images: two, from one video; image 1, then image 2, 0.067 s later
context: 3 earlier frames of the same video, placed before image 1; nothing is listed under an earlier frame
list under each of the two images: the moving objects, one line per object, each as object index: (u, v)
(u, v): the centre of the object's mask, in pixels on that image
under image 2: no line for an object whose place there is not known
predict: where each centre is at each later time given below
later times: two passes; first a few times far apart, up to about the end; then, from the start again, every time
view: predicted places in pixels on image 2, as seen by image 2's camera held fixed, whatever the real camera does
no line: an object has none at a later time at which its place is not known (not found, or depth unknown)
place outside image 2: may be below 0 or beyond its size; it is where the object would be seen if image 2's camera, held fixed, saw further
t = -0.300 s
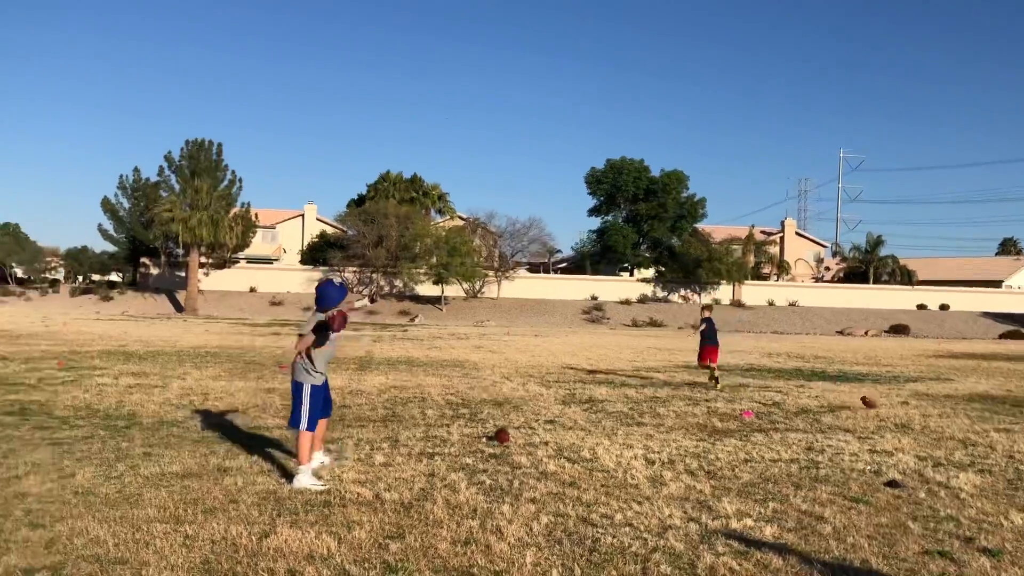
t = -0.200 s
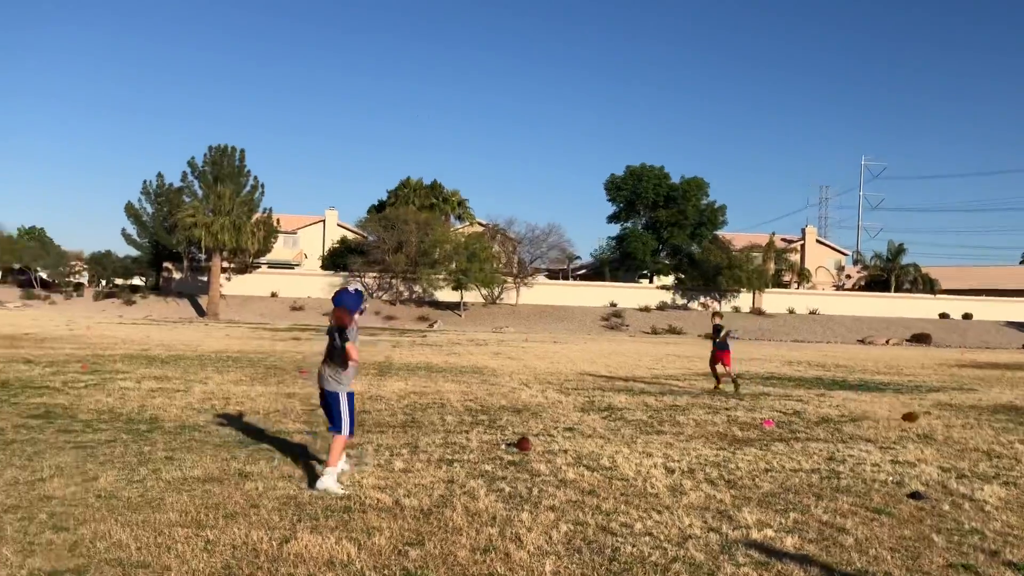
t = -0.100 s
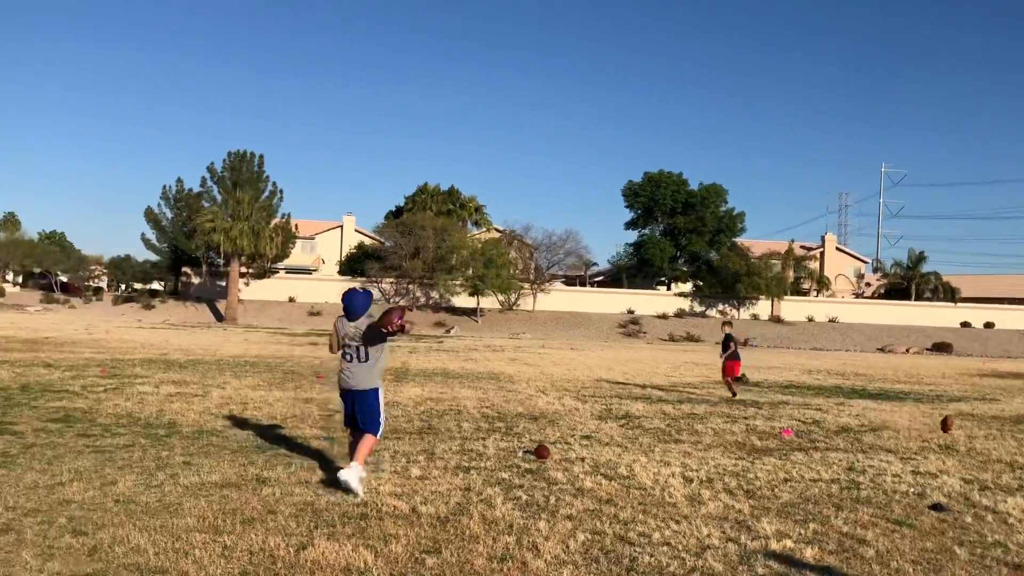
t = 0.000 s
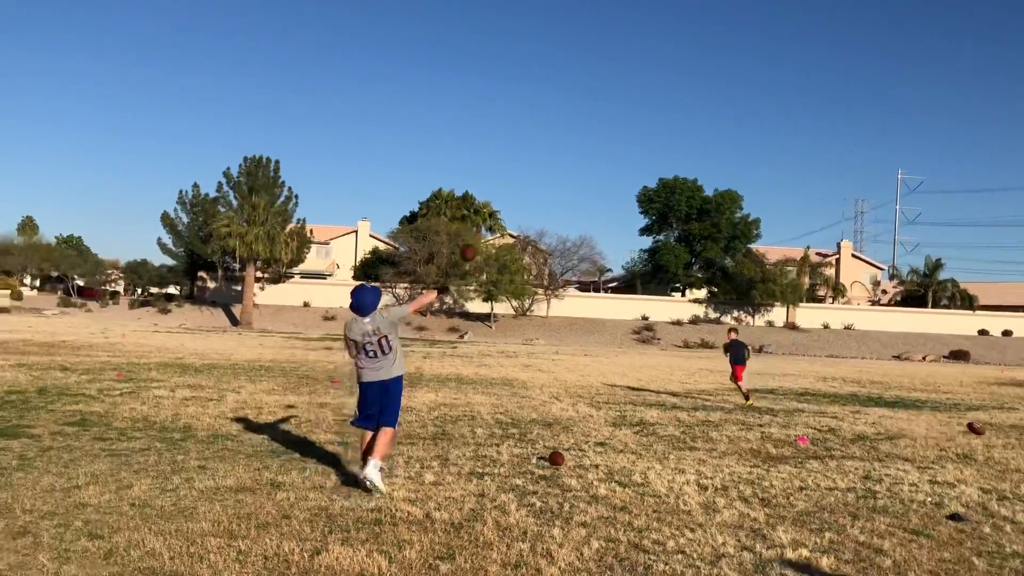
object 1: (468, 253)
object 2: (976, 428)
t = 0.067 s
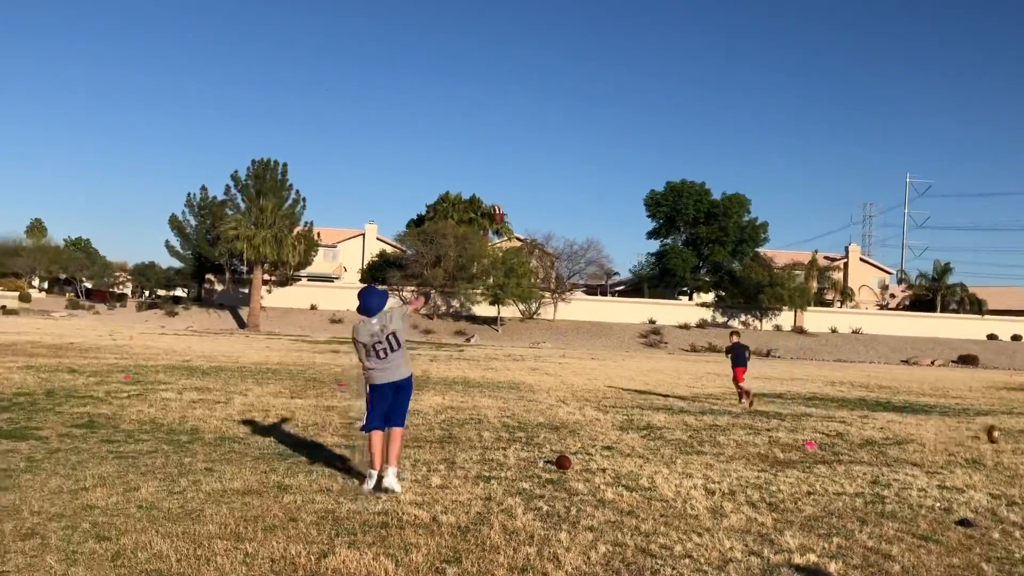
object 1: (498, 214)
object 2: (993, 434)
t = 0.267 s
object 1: (539, 146)
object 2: (1010, 446)
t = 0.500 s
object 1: (571, 125)
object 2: (1027, 452)
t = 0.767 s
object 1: (592, 141)
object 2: (1040, 452)
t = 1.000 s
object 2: (1042, 454)
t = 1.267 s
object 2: (1042, 455)
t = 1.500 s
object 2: (1042, 455)
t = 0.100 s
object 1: (505, 199)
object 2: (996, 436)
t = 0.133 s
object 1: (513, 185)
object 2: (1000, 438)
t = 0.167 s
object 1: (521, 172)
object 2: (1005, 441)
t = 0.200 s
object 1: (528, 162)
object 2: (1007, 445)
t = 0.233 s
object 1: (534, 154)
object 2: (1008, 447)
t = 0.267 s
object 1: (539, 146)
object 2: (1010, 446)
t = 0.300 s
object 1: (545, 140)
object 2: (1011, 446)
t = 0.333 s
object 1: (550, 135)
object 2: (1013, 446)
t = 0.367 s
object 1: (555, 131)
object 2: (1015, 446)
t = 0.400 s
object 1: (559, 129)
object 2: (1017, 446)
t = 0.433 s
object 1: (563, 127)
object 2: (1020, 448)
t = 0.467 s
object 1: (567, 126)
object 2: (1024, 450)
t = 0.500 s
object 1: (571, 125)
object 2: (1027, 452)
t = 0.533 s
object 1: (574, 125)
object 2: (1031, 452)
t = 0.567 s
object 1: (577, 126)
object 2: (1033, 451)
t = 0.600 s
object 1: (580, 127)
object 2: (1034, 451)
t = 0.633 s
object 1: (583, 129)
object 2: (1036, 451)
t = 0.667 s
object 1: (585, 131)
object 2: (1037, 451)
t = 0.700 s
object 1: (588, 134)
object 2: (1038, 452)
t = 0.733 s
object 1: (590, 137)
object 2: (1039, 452)
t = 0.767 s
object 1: (592, 141)
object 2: (1040, 452)
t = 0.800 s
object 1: (594, 145)
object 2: (1041, 453)
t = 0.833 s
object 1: (596, 149)
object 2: (1041, 453)
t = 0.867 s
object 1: (598, 153)
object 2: (1041, 453)
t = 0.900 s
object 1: (600, 158)
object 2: (1041, 453)
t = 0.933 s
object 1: (602, 163)
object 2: (1042, 454)
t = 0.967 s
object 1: (603, 168)
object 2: (1042, 454)
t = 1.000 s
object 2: (1042, 454)
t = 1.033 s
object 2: (1042, 454)
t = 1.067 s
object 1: (608, 186)
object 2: (1041, 454)
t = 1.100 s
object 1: (610, 192)
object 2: (1042, 454)
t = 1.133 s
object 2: (1042, 454)
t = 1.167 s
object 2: (1042, 455)
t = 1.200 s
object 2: (1042, 455)
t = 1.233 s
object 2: (1042, 455)
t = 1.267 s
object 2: (1042, 455)
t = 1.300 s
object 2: (1042, 455)
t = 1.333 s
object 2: (1042, 455)
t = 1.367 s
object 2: (1042, 455)
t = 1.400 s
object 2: (1042, 455)
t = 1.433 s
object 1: (625, 263)
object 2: (1042, 454)
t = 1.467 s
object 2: (1042, 455)
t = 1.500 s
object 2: (1042, 455)
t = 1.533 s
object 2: (1042, 455)
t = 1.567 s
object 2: (1041, 455)
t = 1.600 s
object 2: (1041, 455)
